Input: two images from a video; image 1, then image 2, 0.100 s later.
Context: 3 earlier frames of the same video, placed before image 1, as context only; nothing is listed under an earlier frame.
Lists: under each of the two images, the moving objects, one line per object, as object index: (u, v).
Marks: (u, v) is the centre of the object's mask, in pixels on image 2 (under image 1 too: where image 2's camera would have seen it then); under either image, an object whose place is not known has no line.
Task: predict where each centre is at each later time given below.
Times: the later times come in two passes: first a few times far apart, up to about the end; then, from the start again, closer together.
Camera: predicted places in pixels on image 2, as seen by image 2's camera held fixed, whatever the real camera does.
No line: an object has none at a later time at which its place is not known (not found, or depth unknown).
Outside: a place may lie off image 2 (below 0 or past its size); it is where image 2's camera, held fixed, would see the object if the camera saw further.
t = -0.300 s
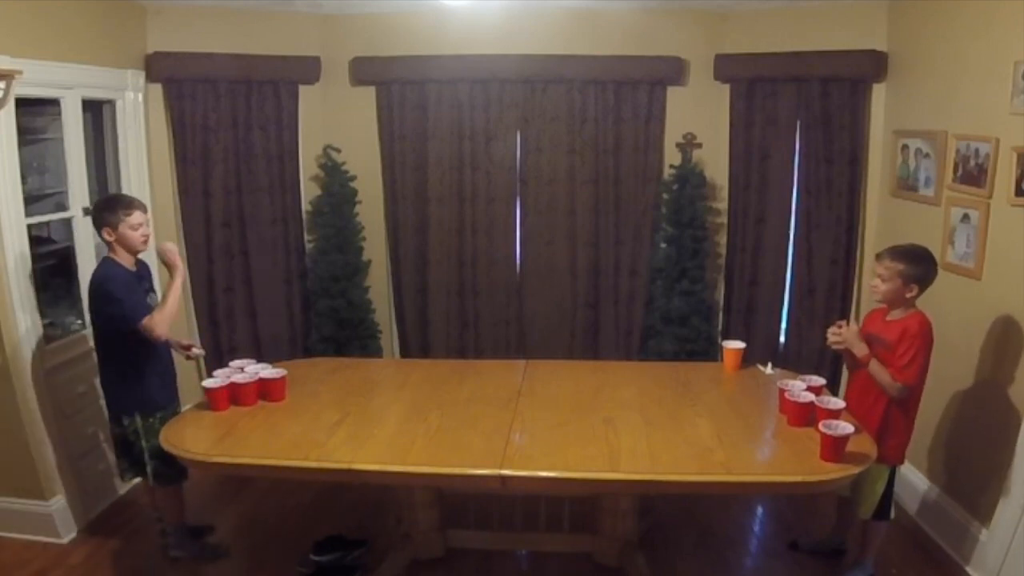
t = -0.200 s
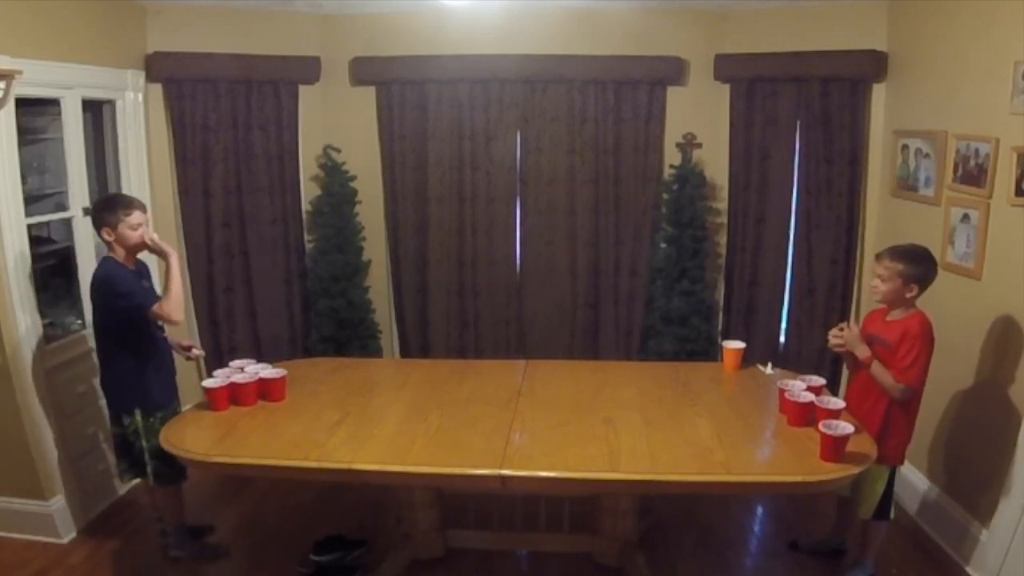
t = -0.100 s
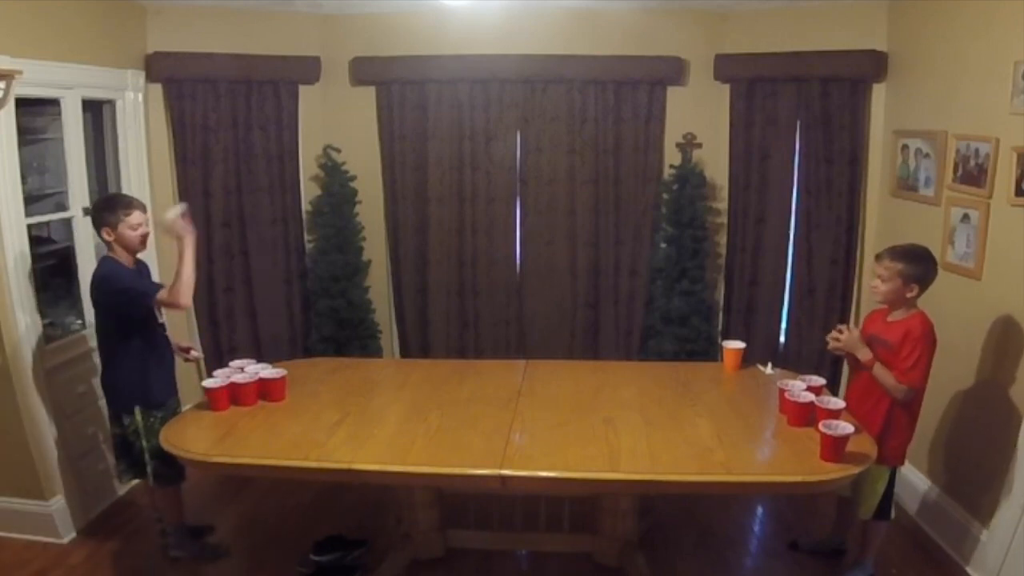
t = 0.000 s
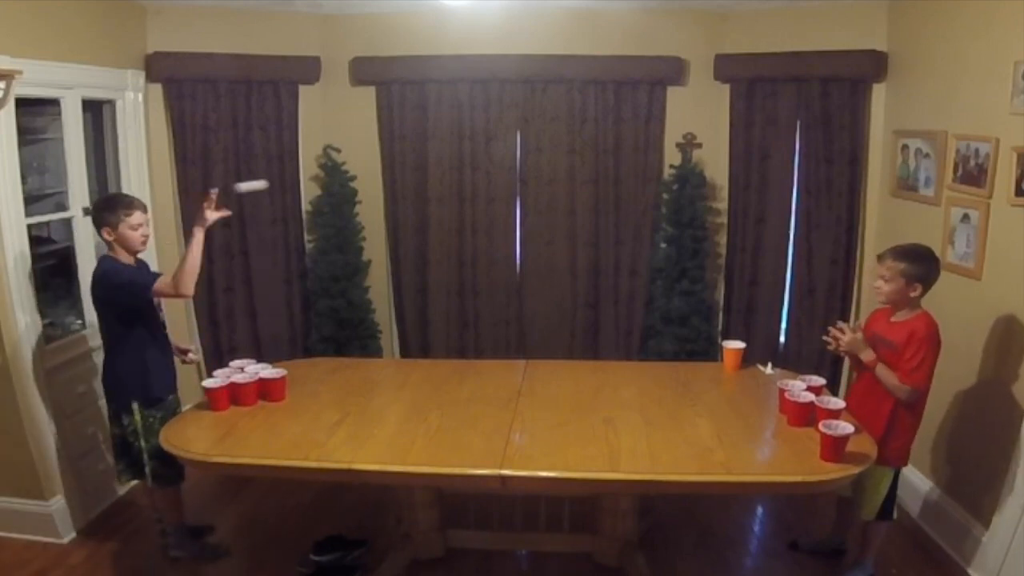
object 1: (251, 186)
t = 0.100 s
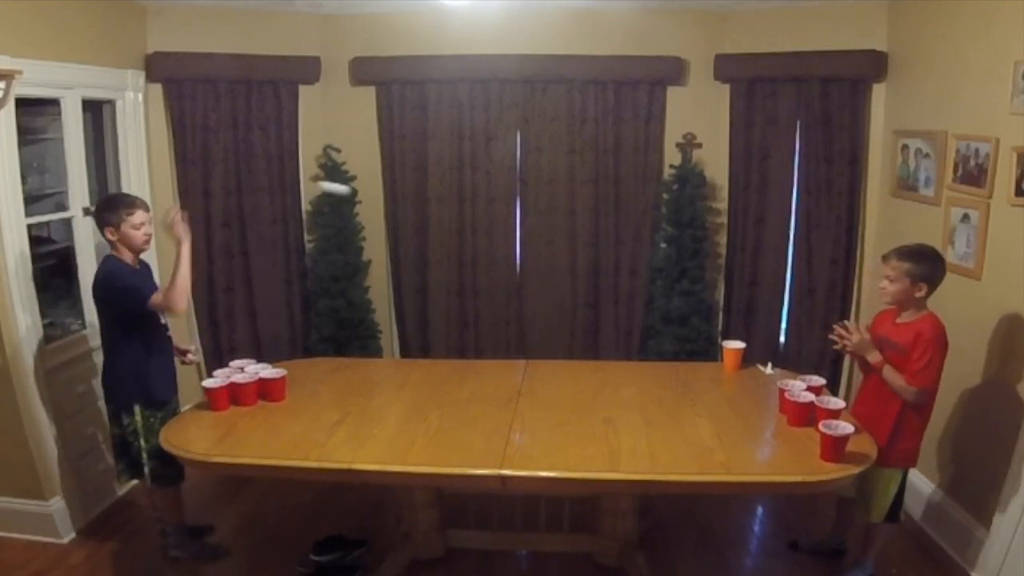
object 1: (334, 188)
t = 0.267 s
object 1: (469, 255)
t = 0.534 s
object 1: (640, 353)
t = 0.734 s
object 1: (729, 277)
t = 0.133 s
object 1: (360, 194)
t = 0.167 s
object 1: (390, 205)
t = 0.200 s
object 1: (415, 219)
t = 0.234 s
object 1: (443, 235)
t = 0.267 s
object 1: (469, 255)
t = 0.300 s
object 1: (495, 278)
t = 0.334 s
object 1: (521, 304)
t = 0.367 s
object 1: (545, 332)
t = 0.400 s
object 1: (567, 359)
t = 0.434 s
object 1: (590, 393)
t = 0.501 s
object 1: (625, 377)
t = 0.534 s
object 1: (640, 353)
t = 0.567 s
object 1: (654, 335)
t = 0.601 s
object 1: (669, 316)
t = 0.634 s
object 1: (685, 301)
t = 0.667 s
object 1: (700, 290)
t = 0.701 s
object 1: (714, 281)
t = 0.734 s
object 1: (729, 277)
